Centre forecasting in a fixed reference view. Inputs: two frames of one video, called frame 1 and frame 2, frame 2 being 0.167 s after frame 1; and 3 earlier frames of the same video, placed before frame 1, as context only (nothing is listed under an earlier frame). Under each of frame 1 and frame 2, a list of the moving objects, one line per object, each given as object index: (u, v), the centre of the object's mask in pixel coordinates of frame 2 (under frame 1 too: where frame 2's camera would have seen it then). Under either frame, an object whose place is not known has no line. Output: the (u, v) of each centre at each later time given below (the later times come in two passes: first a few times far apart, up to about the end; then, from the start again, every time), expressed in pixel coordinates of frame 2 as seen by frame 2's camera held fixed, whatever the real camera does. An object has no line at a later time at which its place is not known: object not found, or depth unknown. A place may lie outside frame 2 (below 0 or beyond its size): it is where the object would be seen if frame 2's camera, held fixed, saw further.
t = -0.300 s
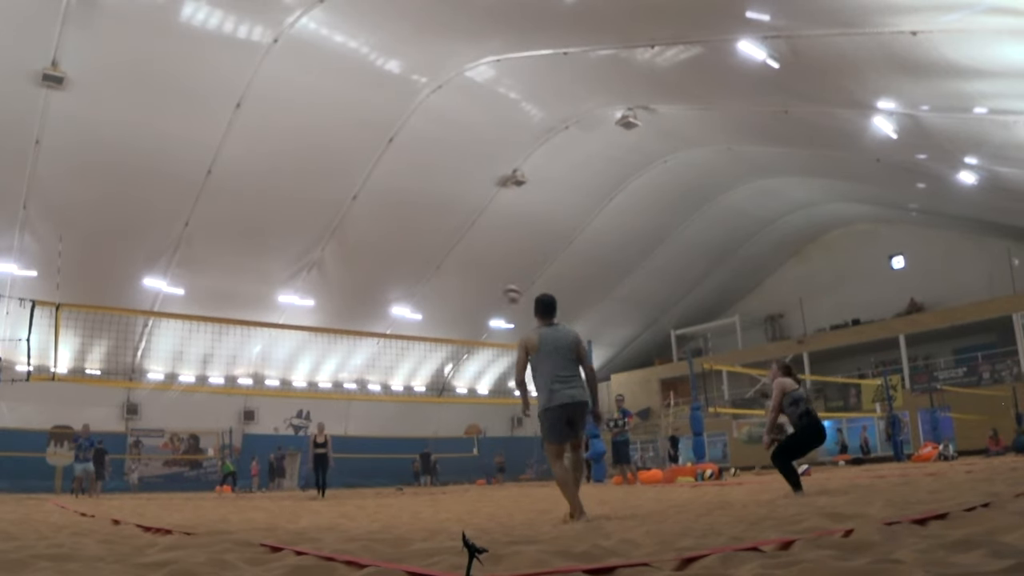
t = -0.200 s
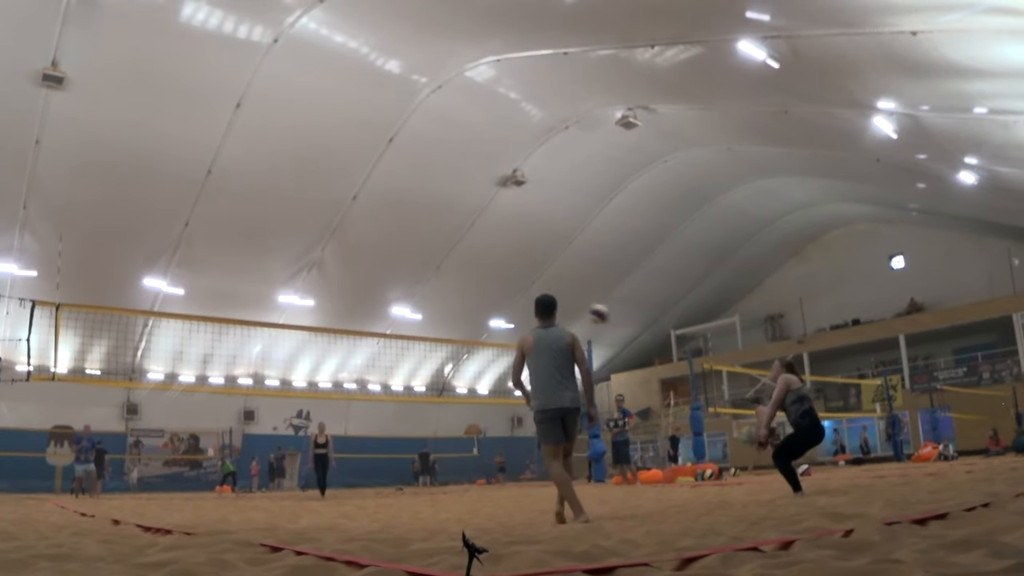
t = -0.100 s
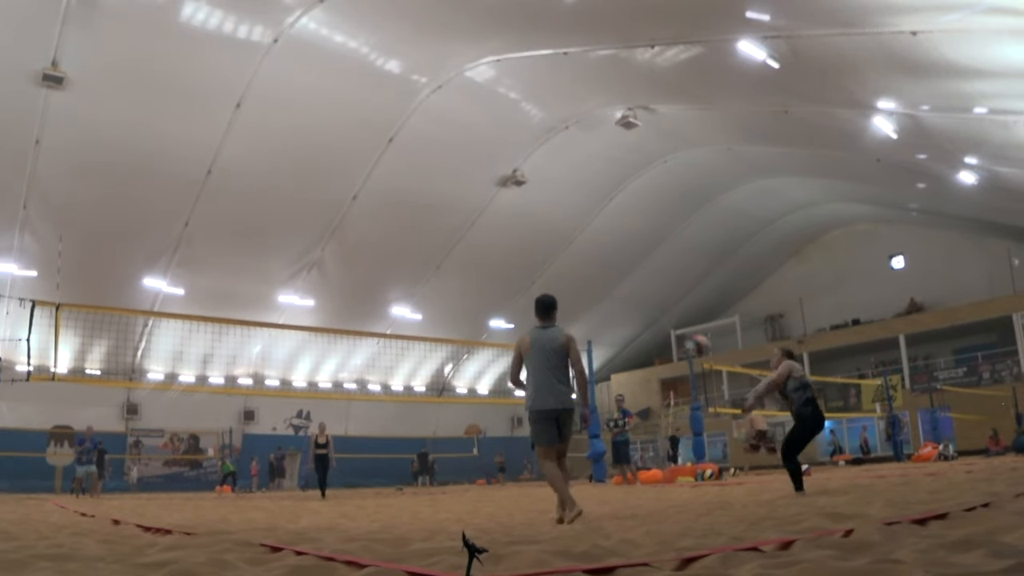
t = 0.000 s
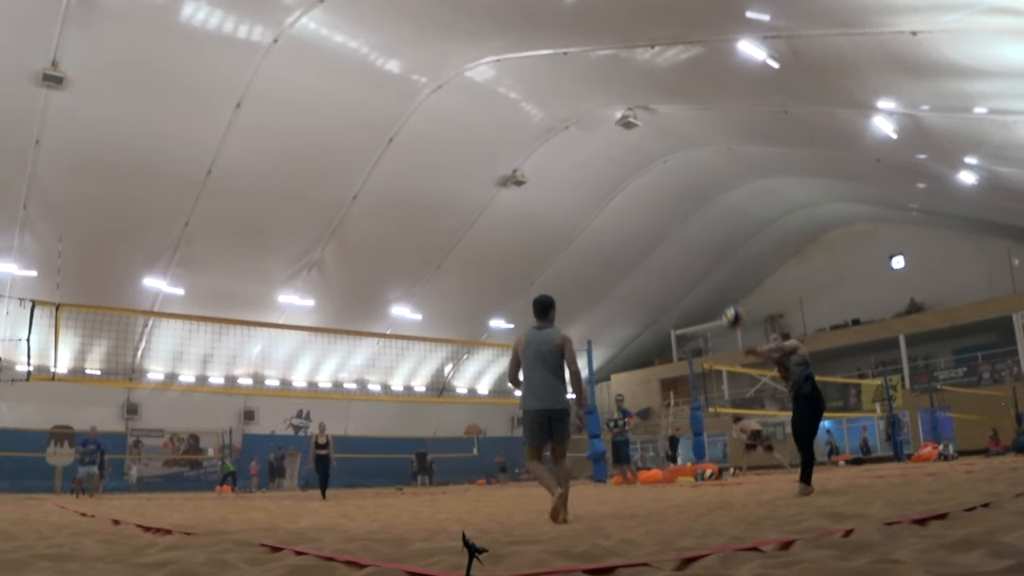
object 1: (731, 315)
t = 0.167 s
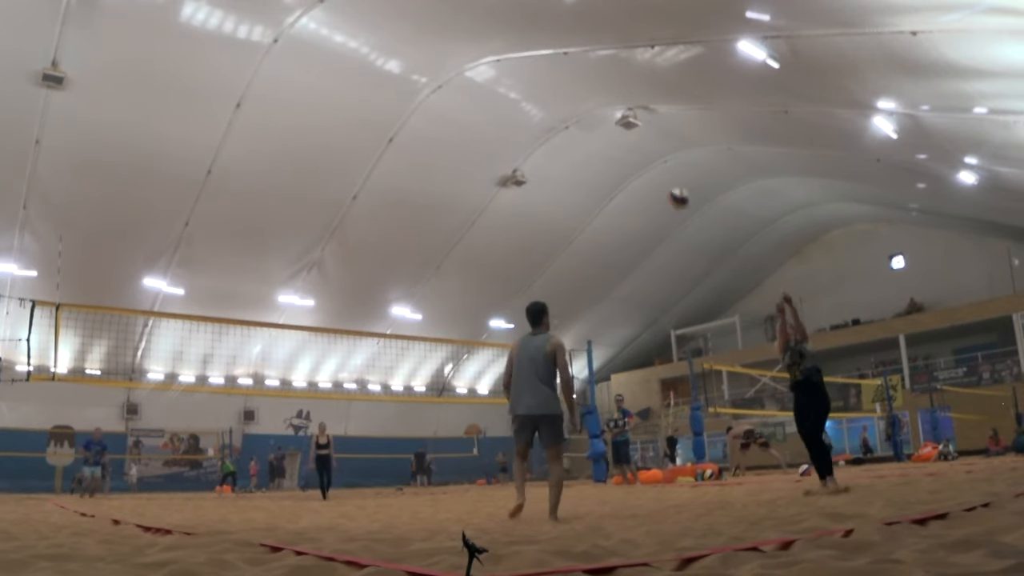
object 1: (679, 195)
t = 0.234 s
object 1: (658, 160)
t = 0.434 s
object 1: (605, 82)
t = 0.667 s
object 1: (558, 41)
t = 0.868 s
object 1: (522, 38)
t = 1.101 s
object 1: (488, 76)
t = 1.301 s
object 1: (461, 136)
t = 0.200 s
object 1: (668, 177)
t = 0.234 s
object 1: (658, 160)
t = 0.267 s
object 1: (648, 146)
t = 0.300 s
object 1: (639, 130)
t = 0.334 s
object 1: (627, 115)
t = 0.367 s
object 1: (622, 103)
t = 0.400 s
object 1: (612, 93)
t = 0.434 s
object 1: (605, 82)
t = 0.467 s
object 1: (597, 73)
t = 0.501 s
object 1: (590, 65)
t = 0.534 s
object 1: (583, 59)
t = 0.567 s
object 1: (576, 54)
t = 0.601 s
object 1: (570, 48)
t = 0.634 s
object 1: (564, 45)
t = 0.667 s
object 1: (558, 41)
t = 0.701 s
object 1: (552, 38)
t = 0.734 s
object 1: (547, 37)
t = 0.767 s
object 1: (540, 37)
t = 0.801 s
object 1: (535, 37)
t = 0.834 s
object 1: (528, 37)
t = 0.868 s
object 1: (522, 38)
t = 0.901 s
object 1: (518, 41)
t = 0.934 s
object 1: (514, 44)
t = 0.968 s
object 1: (509, 50)
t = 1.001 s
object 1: (503, 55)
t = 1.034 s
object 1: (498, 61)
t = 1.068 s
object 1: (493, 68)
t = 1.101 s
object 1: (488, 76)
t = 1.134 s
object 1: (485, 84)
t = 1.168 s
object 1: (479, 92)
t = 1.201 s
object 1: (474, 102)
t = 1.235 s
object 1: (470, 113)
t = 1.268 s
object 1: (465, 123)
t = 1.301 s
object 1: (461, 136)
